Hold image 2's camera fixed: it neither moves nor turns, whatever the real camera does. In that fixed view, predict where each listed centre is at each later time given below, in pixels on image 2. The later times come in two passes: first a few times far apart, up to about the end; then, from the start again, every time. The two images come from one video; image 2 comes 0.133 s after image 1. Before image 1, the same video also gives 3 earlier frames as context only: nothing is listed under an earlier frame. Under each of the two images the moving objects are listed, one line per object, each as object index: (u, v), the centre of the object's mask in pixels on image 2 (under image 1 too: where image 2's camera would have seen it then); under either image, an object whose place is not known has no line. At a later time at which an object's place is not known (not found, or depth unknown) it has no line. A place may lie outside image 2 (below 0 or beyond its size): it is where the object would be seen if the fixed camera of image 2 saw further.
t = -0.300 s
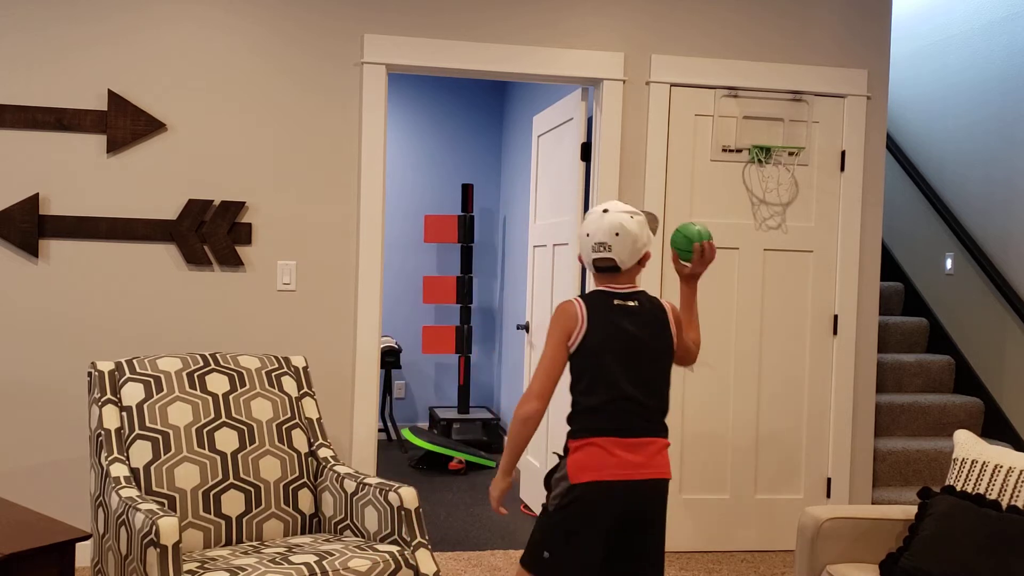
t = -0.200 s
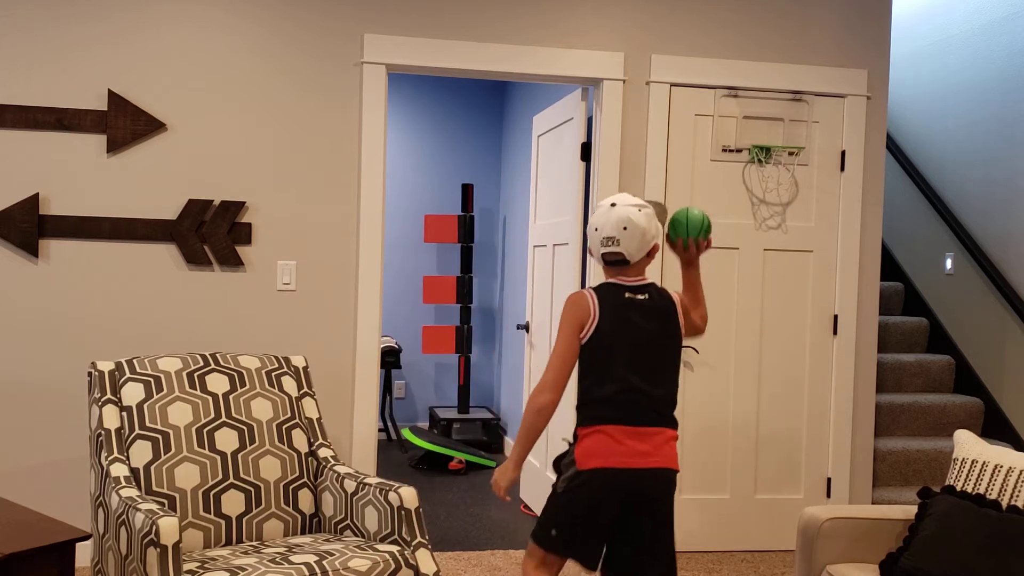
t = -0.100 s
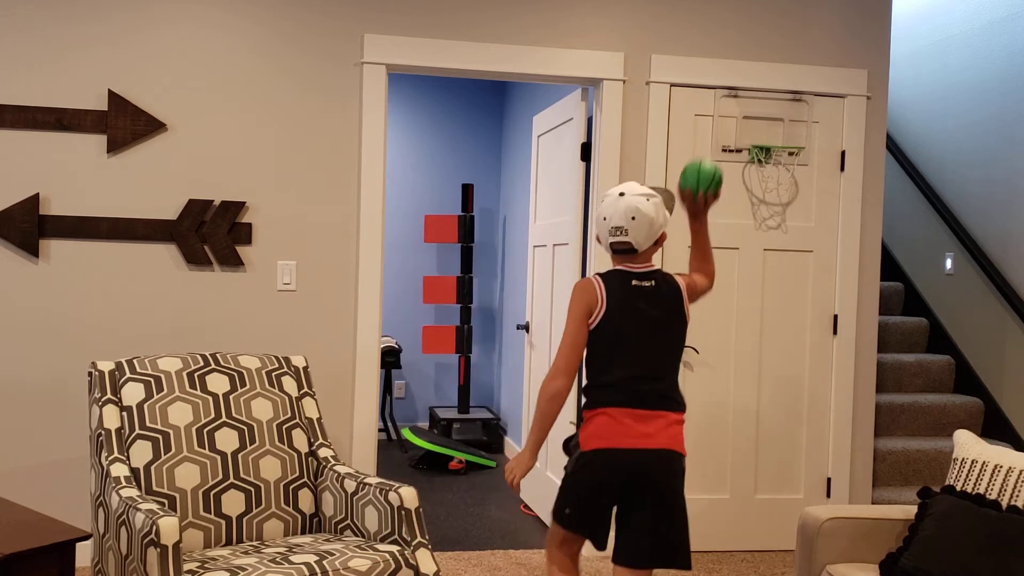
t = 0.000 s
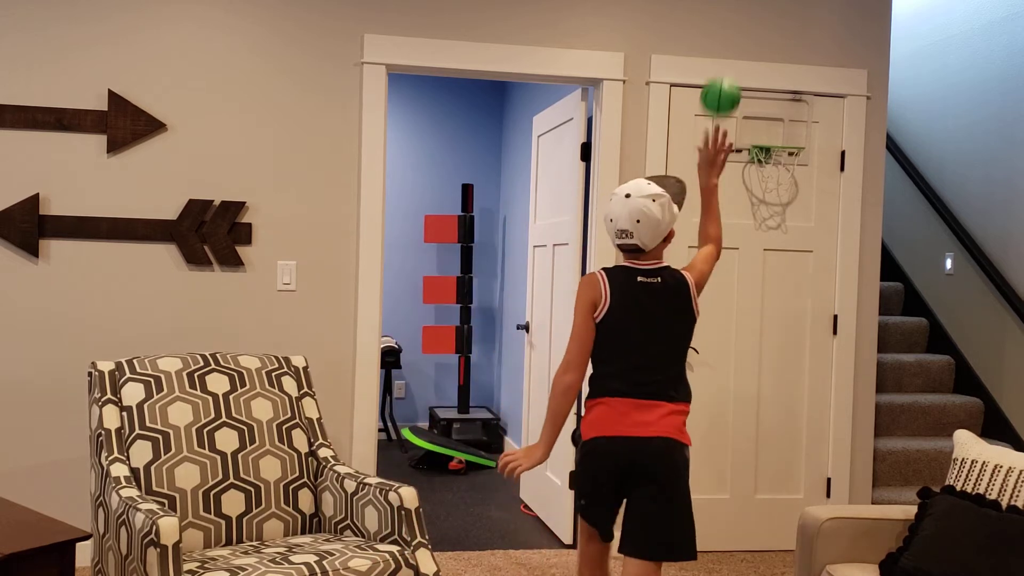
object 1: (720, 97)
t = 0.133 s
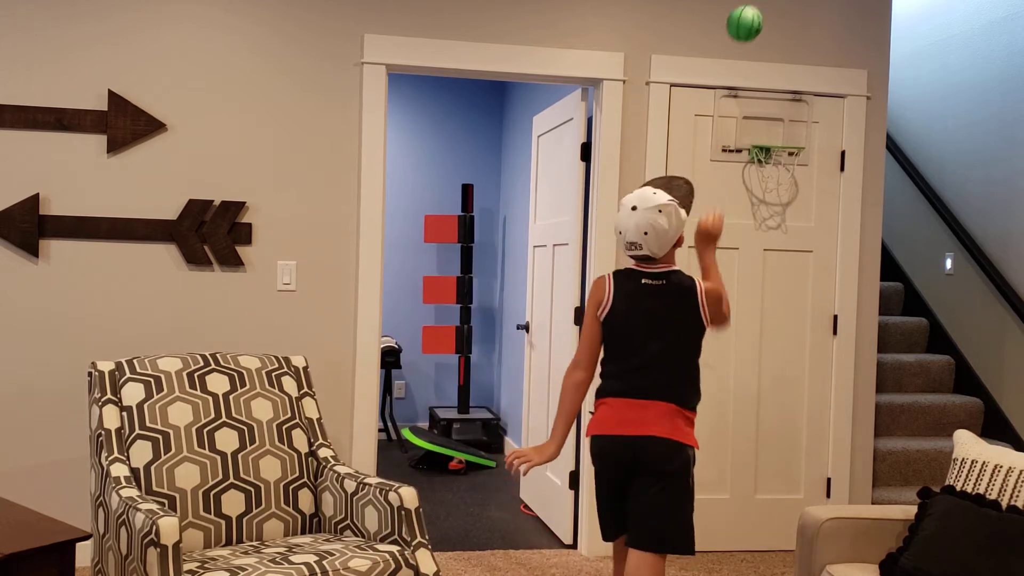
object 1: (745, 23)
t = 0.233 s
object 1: (757, 14)
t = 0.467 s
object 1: (779, 82)
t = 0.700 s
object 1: (768, 122)
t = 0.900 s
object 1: (735, 177)
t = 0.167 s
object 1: (749, 17)
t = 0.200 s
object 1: (754, 14)
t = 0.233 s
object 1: (757, 14)
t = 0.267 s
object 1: (761, 15)
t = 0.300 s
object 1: (765, 20)
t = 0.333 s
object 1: (768, 27)
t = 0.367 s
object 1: (771, 38)
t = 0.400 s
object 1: (774, 50)
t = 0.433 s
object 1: (777, 65)
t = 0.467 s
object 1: (779, 82)
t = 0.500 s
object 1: (781, 101)
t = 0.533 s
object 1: (783, 121)
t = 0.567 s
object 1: (784, 138)
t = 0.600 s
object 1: (780, 133)
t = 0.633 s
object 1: (776, 127)
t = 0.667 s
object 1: (772, 123)
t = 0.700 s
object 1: (768, 122)
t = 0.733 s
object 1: (763, 124)
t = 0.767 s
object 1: (758, 128)
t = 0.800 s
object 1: (753, 136)
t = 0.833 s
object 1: (747, 146)
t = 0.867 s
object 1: (742, 160)
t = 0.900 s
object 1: (735, 177)
